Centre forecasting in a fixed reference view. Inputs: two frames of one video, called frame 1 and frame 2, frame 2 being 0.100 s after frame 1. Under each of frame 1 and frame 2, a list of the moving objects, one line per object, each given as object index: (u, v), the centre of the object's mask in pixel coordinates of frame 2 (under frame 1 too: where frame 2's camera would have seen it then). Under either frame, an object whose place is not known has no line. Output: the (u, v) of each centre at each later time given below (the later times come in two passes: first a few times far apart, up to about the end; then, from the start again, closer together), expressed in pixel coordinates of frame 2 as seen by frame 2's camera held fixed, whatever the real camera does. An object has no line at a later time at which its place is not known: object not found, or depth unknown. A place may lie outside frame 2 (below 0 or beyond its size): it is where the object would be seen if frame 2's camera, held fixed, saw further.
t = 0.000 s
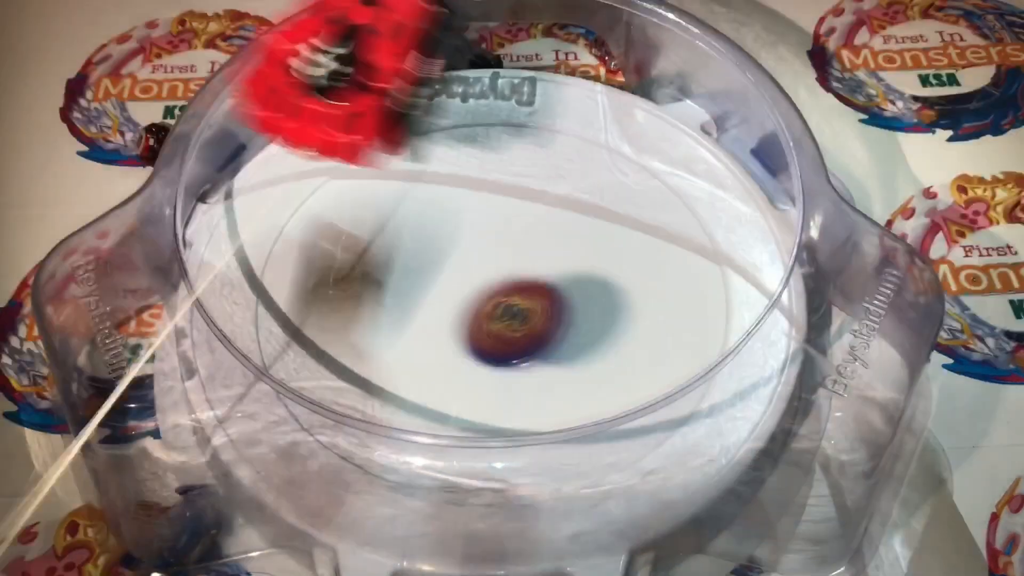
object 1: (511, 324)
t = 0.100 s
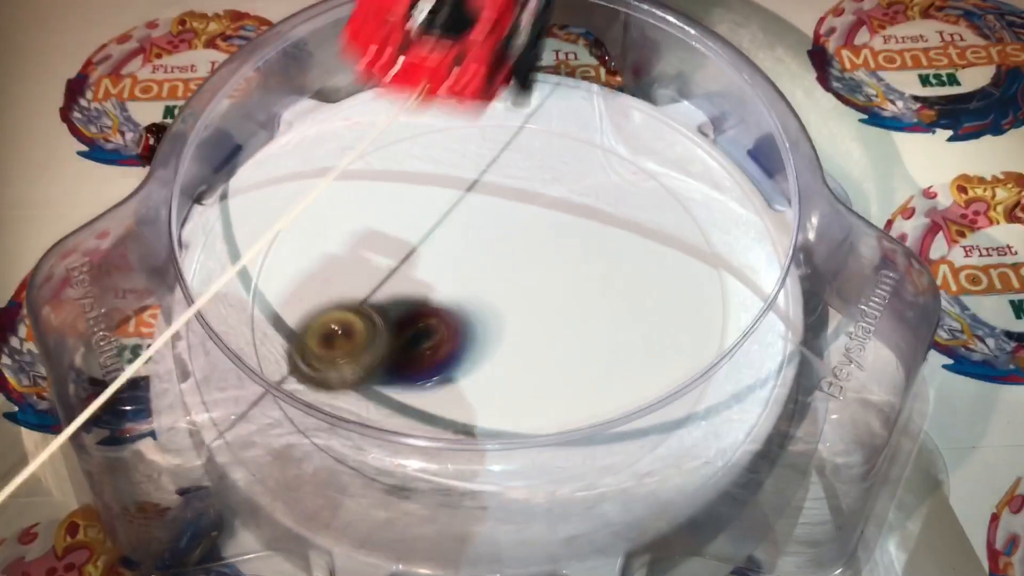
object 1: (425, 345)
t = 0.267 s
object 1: (292, 280)
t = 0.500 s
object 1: (361, 248)
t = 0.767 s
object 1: (524, 308)
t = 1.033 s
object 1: (426, 354)
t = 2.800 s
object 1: (364, 160)
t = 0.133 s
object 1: (405, 317)
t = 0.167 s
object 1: (357, 319)
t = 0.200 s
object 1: (330, 309)
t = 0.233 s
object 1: (308, 293)
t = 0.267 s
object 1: (292, 280)
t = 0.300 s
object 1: (281, 270)
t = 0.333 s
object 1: (278, 260)
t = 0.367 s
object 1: (284, 254)
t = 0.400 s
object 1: (298, 251)
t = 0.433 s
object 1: (316, 248)
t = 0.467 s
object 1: (337, 250)
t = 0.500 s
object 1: (361, 248)
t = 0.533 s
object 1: (388, 257)
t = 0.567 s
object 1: (418, 257)
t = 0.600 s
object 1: (445, 263)
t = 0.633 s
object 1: (476, 283)
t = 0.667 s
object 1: (494, 287)
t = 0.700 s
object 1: (510, 294)
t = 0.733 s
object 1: (520, 302)
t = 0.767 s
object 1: (524, 308)
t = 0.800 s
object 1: (527, 315)
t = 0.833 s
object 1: (522, 318)
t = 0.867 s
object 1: (516, 329)
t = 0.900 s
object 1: (503, 333)
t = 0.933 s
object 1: (487, 339)
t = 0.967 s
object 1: (468, 346)
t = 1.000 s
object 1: (447, 350)
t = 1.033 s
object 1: (426, 354)
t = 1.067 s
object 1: (406, 357)
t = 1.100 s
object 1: (388, 363)
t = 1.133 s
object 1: (375, 368)
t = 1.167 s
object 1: (364, 373)
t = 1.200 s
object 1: (357, 379)
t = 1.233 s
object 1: (428, 431)
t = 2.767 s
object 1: (399, 142)
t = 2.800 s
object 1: (364, 160)
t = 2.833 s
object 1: (333, 185)
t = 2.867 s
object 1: (310, 210)
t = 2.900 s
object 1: (293, 244)
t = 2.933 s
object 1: (285, 279)
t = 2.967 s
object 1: (285, 314)
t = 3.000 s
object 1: (298, 349)
